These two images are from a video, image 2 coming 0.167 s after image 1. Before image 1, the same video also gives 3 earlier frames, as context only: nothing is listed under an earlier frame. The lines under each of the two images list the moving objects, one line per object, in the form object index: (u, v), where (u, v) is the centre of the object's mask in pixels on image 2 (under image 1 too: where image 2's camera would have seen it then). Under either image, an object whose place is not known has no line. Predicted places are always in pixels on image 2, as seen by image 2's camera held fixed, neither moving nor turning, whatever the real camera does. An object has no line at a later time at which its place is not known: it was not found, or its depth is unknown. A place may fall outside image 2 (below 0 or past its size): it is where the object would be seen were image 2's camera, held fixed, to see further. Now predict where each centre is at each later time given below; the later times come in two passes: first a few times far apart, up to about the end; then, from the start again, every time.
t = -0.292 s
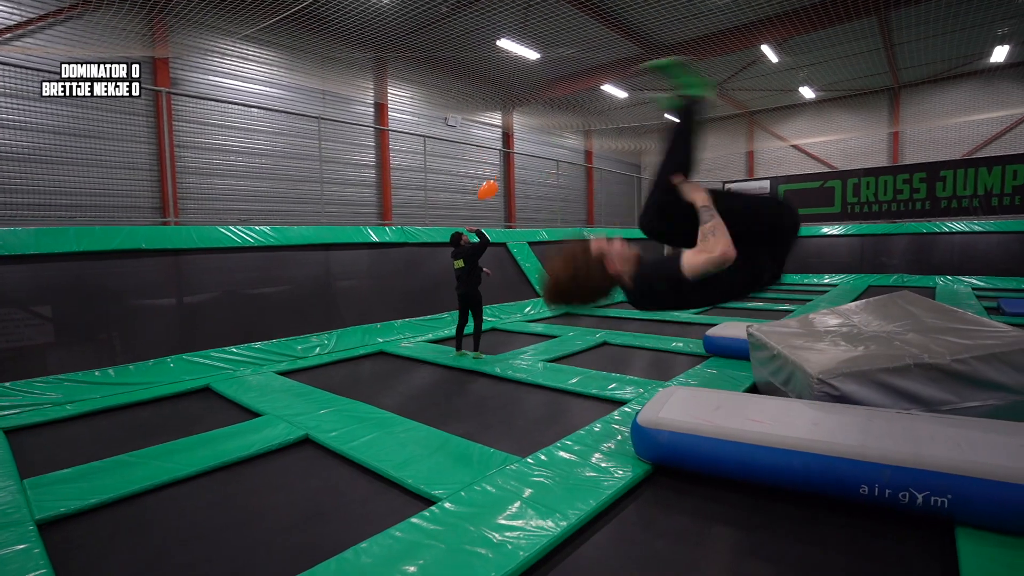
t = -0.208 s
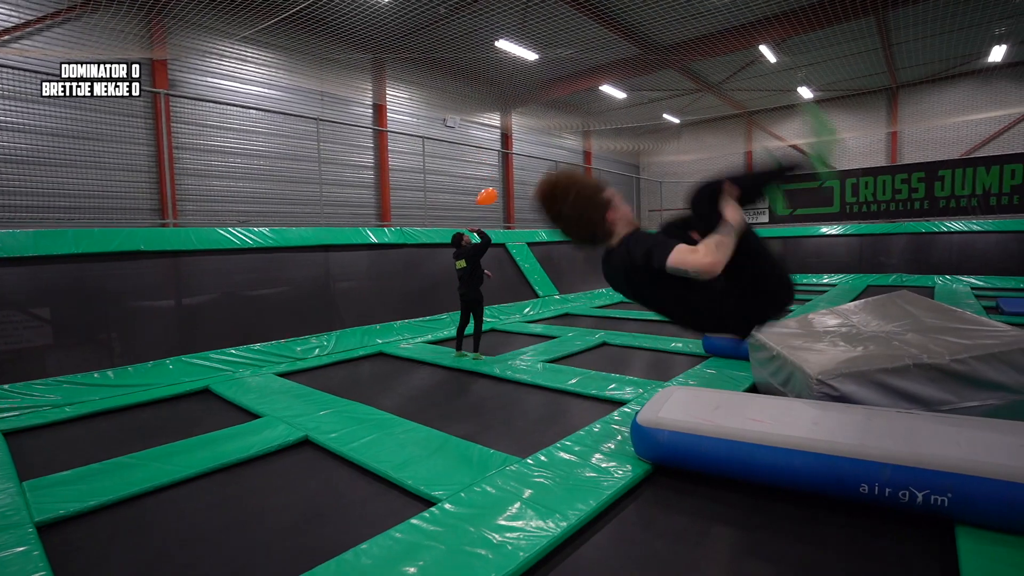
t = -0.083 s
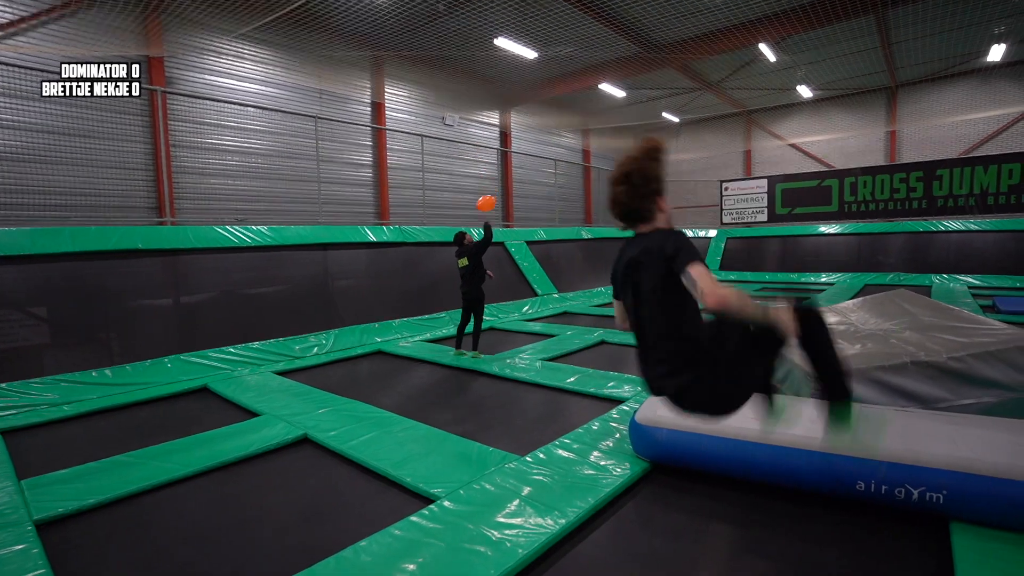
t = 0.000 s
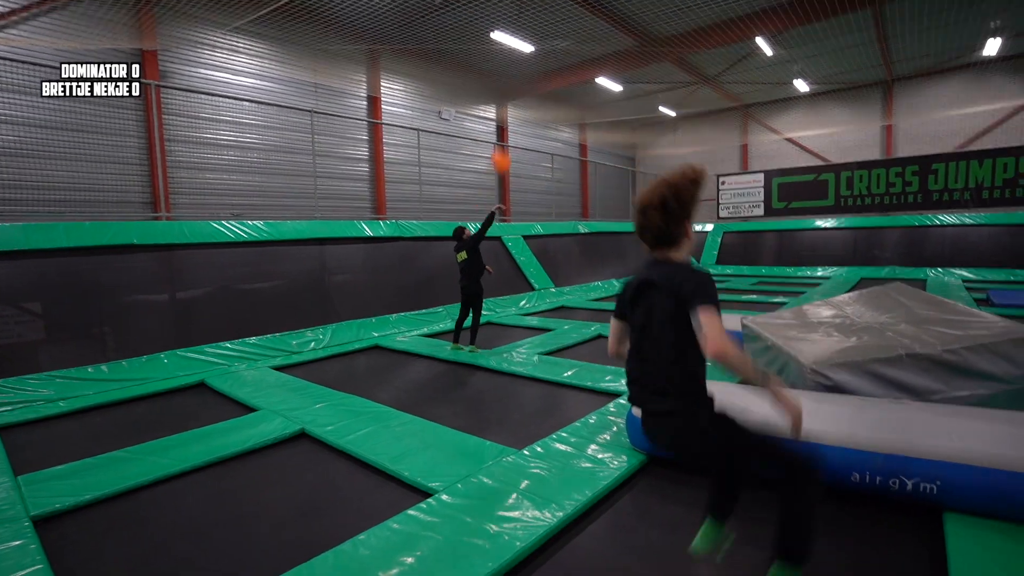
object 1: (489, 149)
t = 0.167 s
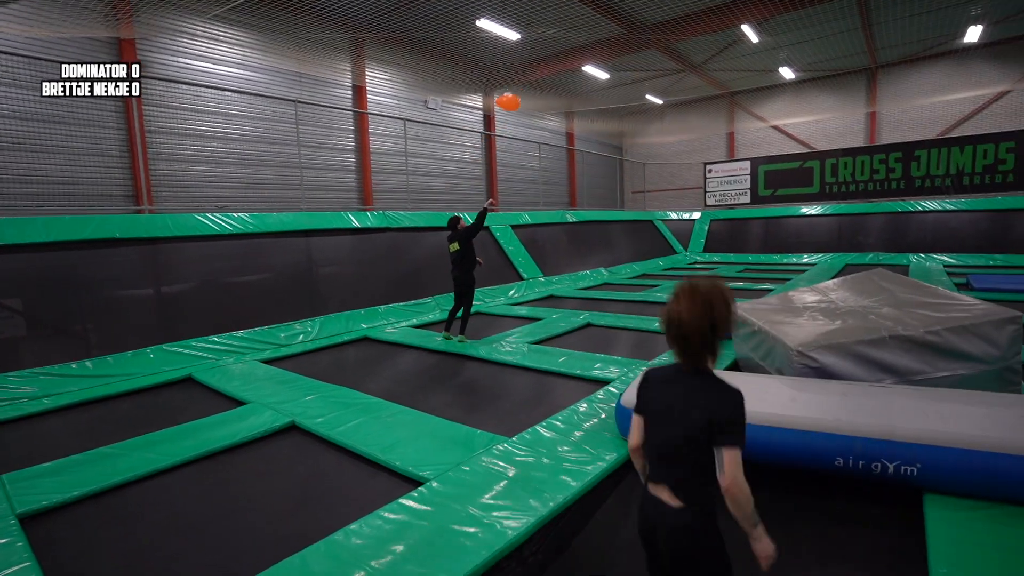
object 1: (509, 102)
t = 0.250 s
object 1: (517, 93)
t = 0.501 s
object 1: (538, 84)
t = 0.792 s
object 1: (556, 84)
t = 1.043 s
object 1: (566, 92)
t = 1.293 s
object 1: (575, 104)
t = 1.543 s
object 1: (581, 119)
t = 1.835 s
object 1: (584, 140)
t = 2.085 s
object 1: (584, 157)
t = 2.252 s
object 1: (582, 169)
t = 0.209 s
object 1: (513, 97)
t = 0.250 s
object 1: (517, 93)
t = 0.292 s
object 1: (521, 90)
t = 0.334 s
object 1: (524, 88)
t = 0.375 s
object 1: (528, 86)
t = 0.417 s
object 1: (532, 85)
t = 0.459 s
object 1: (535, 84)
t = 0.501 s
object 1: (538, 84)
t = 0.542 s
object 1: (541, 83)
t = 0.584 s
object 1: (544, 83)
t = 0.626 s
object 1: (547, 82)
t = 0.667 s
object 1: (549, 82)
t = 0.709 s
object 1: (552, 83)
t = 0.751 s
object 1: (554, 83)
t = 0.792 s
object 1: (556, 84)
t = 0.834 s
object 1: (557, 85)
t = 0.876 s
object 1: (559, 86)
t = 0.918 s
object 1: (561, 88)
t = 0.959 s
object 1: (563, 89)
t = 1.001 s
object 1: (564, 91)
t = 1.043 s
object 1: (566, 92)
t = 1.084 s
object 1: (568, 94)
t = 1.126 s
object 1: (569, 96)
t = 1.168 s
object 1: (571, 98)
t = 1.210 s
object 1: (572, 100)
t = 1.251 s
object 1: (574, 102)
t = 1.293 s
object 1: (575, 104)
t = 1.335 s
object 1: (576, 106)
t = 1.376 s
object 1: (577, 109)
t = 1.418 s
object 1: (579, 111)
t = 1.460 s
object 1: (579, 113)
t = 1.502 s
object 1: (580, 116)
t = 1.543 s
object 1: (581, 119)
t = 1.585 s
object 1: (582, 122)
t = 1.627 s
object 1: (582, 125)
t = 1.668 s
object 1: (583, 128)
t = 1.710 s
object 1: (583, 131)
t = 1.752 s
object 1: (583, 134)
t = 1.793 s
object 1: (583, 137)
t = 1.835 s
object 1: (584, 140)
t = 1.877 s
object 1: (584, 143)
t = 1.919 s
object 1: (584, 146)
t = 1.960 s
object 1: (584, 149)
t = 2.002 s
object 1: (584, 151)
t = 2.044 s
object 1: (585, 154)
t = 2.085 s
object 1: (584, 157)
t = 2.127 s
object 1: (584, 160)
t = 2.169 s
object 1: (583, 163)
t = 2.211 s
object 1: (583, 166)
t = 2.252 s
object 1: (582, 169)
